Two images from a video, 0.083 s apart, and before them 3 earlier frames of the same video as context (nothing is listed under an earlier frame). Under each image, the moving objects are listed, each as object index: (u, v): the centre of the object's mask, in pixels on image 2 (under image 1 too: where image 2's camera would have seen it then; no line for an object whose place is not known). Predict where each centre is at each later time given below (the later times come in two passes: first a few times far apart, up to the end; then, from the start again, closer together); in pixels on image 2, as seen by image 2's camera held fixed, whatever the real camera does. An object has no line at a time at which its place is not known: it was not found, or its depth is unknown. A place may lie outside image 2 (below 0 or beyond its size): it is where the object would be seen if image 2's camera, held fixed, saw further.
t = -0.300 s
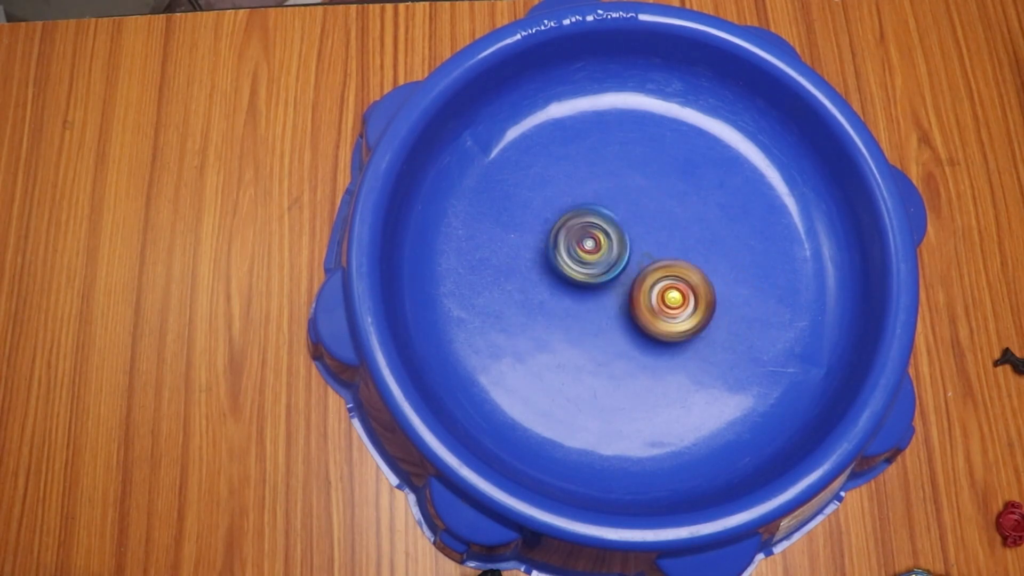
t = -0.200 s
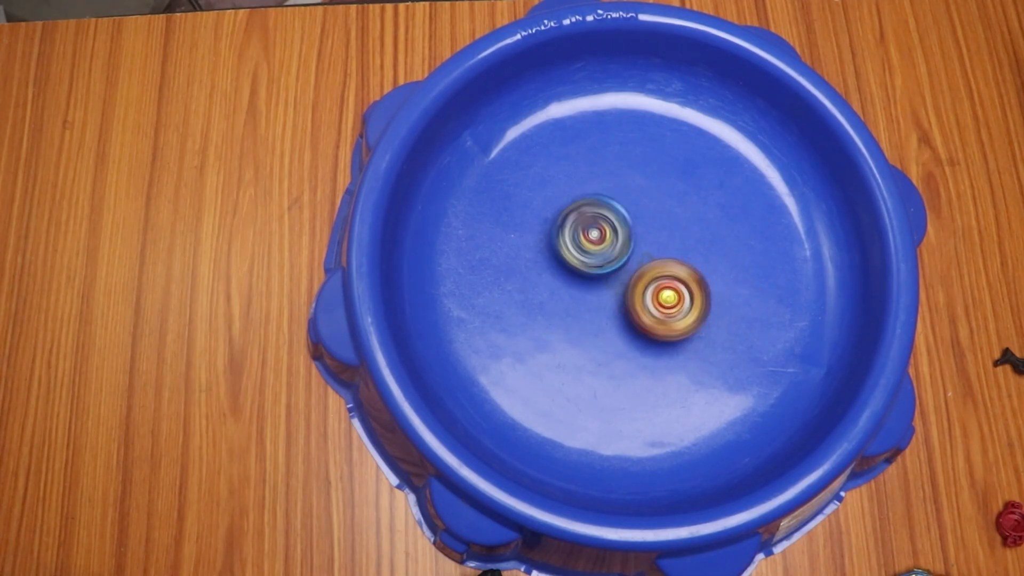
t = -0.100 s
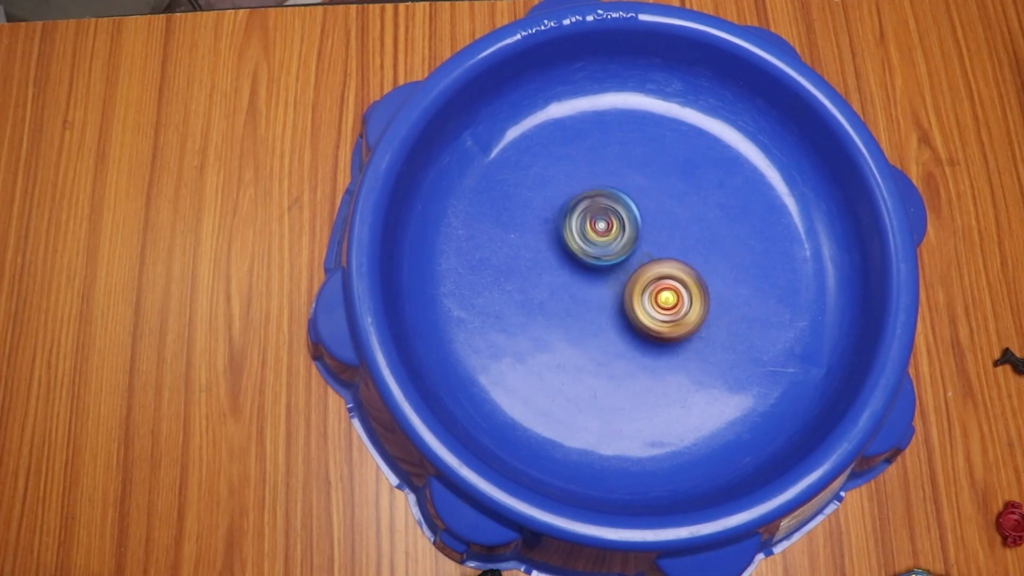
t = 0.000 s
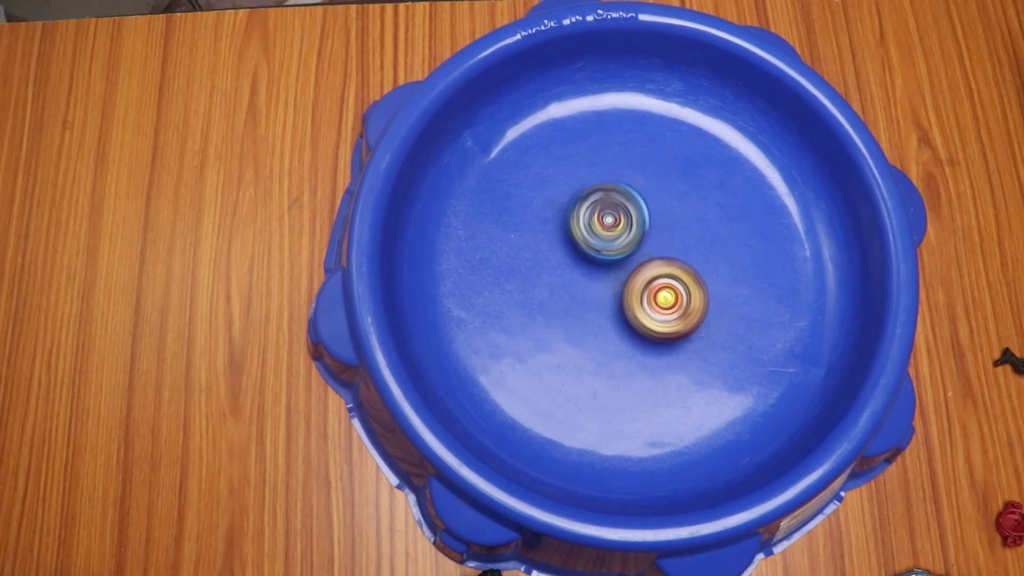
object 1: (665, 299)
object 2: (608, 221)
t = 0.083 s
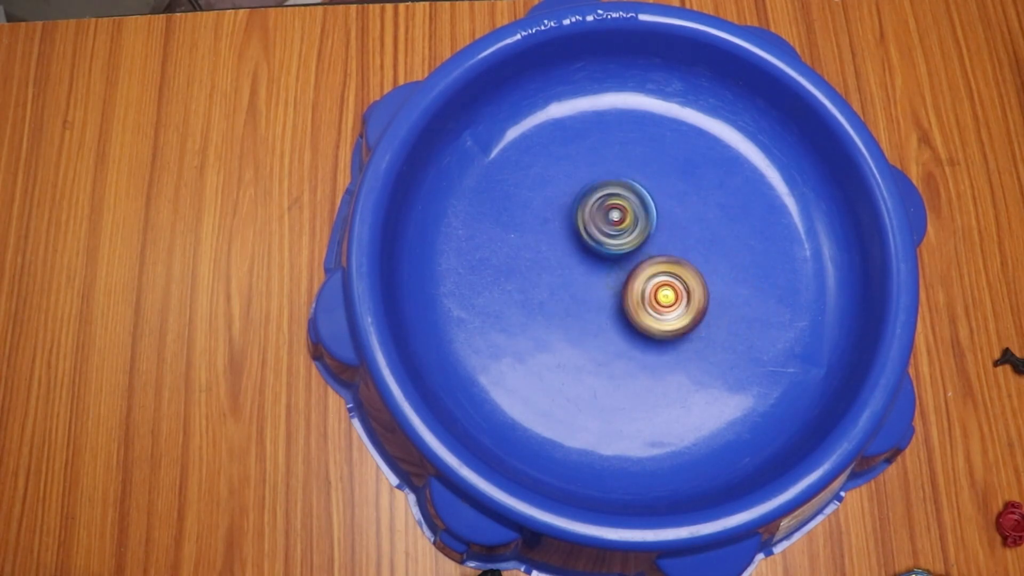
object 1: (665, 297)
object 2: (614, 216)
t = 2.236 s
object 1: (657, 298)
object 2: (600, 225)
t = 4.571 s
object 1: (667, 299)
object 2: (617, 222)
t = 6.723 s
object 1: (697, 268)
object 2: (527, 253)
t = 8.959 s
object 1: (697, 305)
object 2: (619, 256)
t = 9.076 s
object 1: (708, 303)
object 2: (635, 248)
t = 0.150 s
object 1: (665, 294)
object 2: (621, 215)
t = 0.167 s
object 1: (666, 294)
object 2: (621, 215)
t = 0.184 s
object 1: (665, 293)
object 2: (624, 214)
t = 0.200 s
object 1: (665, 293)
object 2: (626, 214)
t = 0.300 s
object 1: (670, 294)
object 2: (633, 205)
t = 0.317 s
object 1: (670, 294)
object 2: (634, 204)
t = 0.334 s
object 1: (671, 292)
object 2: (636, 203)
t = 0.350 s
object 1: (671, 291)
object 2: (636, 203)
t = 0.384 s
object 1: (670, 290)
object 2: (639, 201)
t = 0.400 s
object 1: (670, 290)
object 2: (640, 201)
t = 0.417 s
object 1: (669, 287)
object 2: (640, 200)
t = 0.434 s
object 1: (669, 287)
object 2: (642, 200)
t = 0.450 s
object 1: (668, 286)
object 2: (643, 200)
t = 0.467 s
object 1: (667, 285)
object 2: (643, 199)
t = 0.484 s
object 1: (667, 285)
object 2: (645, 199)
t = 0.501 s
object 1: (667, 286)
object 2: (646, 198)
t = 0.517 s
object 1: (666, 288)
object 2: (647, 195)
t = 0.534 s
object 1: (667, 289)
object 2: (647, 193)
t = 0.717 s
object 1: (666, 296)
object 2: (649, 178)
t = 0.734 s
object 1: (667, 298)
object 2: (648, 175)
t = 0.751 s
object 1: (667, 297)
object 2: (650, 176)
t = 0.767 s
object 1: (665, 297)
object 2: (648, 175)
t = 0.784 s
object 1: (665, 297)
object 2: (648, 173)
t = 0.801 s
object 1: (664, 297)
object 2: (649, 175)
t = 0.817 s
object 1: (664, 298)
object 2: (647, 174)
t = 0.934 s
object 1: (660, 298)
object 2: (648, 175)
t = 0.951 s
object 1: (660, 298)
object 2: (649, 177)
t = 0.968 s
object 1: (659, 298)
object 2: (648, 178)
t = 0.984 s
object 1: (660, 299)
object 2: (648, 178)
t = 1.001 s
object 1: (660, 299)
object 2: (649, 179)
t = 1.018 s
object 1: (658, 299)
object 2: (648, 181)
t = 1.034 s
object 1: (659, 299)
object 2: (647, 181)
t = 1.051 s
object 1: (658, 298)
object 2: (649, 183)
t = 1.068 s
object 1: (659, 299)
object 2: (649, 186)
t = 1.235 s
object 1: (660, 297)
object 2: (647, 206)
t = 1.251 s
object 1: (660, 296)
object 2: (647, 207)
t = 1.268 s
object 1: (659, 296)
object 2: (648, 211)
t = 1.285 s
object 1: (662, 298)
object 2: (647, 211)
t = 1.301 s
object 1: (663, 301)
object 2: (647, 209)
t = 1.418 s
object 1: (667, 311)
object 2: (637, 206)
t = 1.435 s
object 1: (667, 311)
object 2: (635, 205)
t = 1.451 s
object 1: (667, 312)
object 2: (636, 204)
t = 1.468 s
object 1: (667, 310)
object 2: (635, 205)
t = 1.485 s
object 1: (666, 310)
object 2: (633, 205)
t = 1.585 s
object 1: (662, 308)
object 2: (628, 206)
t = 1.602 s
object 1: (660, 306)
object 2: (628, 205)
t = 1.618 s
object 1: (659, 306)
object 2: (628, 207)
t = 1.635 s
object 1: (659, 305)
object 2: (626, 207)
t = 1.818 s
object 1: (649, 303)
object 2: (621, 213)
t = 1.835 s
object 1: (648, 303)
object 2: (619, 215)
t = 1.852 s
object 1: (649, 303)
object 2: (618, 215)
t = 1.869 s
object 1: (648, 303)
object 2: (618, 215)
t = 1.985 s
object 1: (649, 303)
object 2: (615, 223)
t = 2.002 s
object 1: (650, 304)
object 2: (614, 225)
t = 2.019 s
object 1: (651, 305)
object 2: (612, 223)
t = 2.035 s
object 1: (653, 305)
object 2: (612, 223)
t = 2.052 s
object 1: (654, 305)
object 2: (610, 223)
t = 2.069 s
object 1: (654, 306)
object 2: (608, 222)
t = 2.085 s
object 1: (656, 305)
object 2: (608, 223)
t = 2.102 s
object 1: (657, 305)
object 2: (606, 224)
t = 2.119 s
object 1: (657, 305)
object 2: (605, 223)
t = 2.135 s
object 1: (658, 304)
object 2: (605, 224)
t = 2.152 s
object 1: (658, 302)
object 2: (603, 224)
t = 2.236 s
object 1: (657, 298)
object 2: (600, 225)
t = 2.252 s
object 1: (656, 298)
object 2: (600, 226)
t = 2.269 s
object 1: (656, 297)
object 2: (598, 227)
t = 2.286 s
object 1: (655, 296)
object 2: (598, 226)
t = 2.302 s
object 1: (656, 298)
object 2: (598, 227)
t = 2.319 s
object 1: (657, 299)
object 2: (596, 225)
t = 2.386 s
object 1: (662, 303)
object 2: (590, 222)
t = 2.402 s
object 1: (664, 304)
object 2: (591, 221)
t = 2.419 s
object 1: (664, 303)
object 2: (590, 222)
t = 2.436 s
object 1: (664, 303)
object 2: (588, 221)
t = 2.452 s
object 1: (665, 303)
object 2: (588, 219)
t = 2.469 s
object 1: (665, 302)
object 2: (588, 220)
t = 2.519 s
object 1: (664, 300)
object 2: (586, 218)
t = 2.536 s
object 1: (664, 300)
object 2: (584, 218)
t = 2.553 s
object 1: (663, 300)
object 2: (584, 216)
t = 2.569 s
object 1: (663, 299)
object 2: (585, 216)
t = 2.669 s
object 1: (660, 298)
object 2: (585, 216)
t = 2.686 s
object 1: (660, 299)
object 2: (586, 217)
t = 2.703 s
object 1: (659, 298)
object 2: (585, 216)
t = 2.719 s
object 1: (659, 298)
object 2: (585, 216)
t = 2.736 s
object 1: (661, 298)
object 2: (587, 217)
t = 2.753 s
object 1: (660, 298)
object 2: (587, 217)
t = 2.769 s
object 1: (659, 298)
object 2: (587, 216)
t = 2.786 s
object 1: (661, 297)
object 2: (590, 217)
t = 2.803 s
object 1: (660, 297)
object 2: (590, 219)
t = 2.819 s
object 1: (659, 297)
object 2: (589, 218)
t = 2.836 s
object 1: (661, 296)
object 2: (592, 219)
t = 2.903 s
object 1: (660, 294)
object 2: (597, 223)
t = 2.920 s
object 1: (660, 294)
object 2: (598, 224)
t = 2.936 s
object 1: (661, 292)
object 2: (598, 223)
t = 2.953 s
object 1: (660, 293)
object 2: (601, 225)
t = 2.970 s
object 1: (662, 294)
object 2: (602, 226)
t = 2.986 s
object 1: (665, 297)
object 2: (601, 223)
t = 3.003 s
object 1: (668, 301)
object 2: (602, 221)
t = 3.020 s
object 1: (671, 304)
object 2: (601, 221)
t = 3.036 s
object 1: (674, 305)
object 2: (600, 219)
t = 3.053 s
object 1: (674, 307)
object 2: (601, 219)
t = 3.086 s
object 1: (677, 309)
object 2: (601, 219)
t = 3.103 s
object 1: (677, 311)
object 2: (601, 217)
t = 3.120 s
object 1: (678, 312)
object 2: (603, 217)
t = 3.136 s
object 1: (679, 313)
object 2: (603, 217)
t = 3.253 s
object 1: (684, 317)
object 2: (607, 215)
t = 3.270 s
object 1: (685, 318)
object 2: (608, 214)
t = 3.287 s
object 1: (686, 318)
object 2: (610, 215)
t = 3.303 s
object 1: (686, 317)
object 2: (611, 216)
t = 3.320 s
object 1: (686, 318)
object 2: (611, 215)
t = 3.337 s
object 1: (687, 318)
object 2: (612, 215)
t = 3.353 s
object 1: (687, 317)
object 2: (614, 217)
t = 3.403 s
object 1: (687, 316)
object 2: (618, 218)
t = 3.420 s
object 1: (687, 316)
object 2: (618, 219)
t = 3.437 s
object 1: (687, 316)
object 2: (618, 219)
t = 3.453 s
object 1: (687, 315)
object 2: (621, 219)
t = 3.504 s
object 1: (686, 313)
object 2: (624, 222)
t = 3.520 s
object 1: (686, 313)
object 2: (627, 223)
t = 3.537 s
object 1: (687, 312)
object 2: (629, 225)
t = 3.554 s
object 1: (686, 311)
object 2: (629, 226)
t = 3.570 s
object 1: (685, 310)
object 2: (631, 226)
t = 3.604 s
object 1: (685, 308)
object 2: (634, 230)
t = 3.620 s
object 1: (683, 307)
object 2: (635, 230)
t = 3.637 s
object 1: (684, 307)
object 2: (637, 231)
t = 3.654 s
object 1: (685, 306)
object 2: (638, 232)
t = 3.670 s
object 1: (685, 306)
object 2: (639, 232)
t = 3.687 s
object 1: (689, 309)
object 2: (638, 230)
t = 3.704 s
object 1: (692, 309)
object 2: (636, 229)
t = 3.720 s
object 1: (693, 311)
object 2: (633, 228)
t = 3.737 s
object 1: (694, 312)
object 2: (631, 224)
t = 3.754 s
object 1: (697, 311)
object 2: (631, 223)
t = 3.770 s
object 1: (696, 311)
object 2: (630, 223)
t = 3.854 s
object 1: (695, 308)
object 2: (623, 214)
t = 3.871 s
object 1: (695, 307)
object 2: (623, 214)
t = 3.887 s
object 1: (695, 306)
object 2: (622, 214)
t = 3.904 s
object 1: (693, 306)
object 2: (619, 211)
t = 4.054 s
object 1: (687, 305)
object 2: (612, 204)
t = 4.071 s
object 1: (686, 305)
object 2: (610, 202)
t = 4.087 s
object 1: (687, 305)
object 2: (611, 201)
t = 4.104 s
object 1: (686, 305)
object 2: (610, 202)
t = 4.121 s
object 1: (685, 304)
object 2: (609, 202)
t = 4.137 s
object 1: (684, 305)
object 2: (609, 200)
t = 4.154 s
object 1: (684, 304)
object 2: (609, 201)
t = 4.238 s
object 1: (679, 302)
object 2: (607, 202)
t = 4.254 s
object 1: (679, 303)
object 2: (608, 201)
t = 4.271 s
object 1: (678, 302)
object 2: (609, 203)
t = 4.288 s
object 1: (677, 302)
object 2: (608, 204)
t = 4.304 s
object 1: (675, 303)
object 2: (607, 203)
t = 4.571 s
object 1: (667, 299)
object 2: (617, 222)
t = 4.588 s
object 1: (665, 298)
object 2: (616, 224)
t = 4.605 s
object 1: (665, 299)
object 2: (617, 224)
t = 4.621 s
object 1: (665, 298)
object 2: (619, 226)
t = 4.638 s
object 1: (669, 302)
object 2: (616, 223)
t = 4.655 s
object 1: (674, 307)
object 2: (613, 219)
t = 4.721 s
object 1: (689, 320)
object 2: (601, 206)
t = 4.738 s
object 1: (693, 322)
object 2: (601, 204)
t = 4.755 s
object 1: (695, 322)
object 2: (600, 203)
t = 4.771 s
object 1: (697, 323)
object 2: (598, 201)
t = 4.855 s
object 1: (708, 325)
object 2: (592, 186)
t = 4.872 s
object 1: (711, 325)
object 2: (591, 183)
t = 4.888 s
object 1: (713, 324)
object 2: (591, 181)
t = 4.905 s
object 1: (715, 323)
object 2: (590, 178)
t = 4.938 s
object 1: (720, 321)
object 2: (589, 172)
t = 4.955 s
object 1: (722, 320)
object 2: (589, 169)
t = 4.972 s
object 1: (723, 318)
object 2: (590, 166)
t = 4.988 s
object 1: (725, 317)
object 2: (590, 163)
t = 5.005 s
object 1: (726, 315)
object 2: (590, 161)
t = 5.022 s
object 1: (728, 313)
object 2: (589, 158)
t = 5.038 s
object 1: (728, 311)
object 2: (590, 156)
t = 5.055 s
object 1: (730, 309)
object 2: (591, 153)
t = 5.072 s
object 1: (731, 306)
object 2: (592, 151)
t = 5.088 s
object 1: (731, 303)
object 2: (592, 148)
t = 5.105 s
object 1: (731, 301)
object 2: (593, 146)
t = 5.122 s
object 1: (732, 298)
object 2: (593, 144)
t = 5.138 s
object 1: (732, 295)
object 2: (595, 142)
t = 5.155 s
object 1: (731, 292)
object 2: (596, 141)
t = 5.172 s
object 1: (730, 291)
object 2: (597, 140)
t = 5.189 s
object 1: (730, 288)
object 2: (597, 137)
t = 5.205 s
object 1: (729, 286)
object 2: (599, 137)
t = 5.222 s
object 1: (728, 282)
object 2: (600, 137)
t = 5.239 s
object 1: (726, 281)
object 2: (601, 136)
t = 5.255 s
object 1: (725, 278)
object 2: (603, 135)
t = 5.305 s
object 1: (718, 273)
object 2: (607, 134)
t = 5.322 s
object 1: (717, 271)
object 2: (609, 134)
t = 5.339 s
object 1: (714, 271)
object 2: (611, 135)
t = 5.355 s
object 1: (712, 268)
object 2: (612, 136)
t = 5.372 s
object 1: (709, 269)
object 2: (613, 134)
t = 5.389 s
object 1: (707, 267)
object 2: (616, 136)
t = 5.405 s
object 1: (704, 267)
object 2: (617, 138)
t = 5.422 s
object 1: (702, 265)
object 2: (617, 138)
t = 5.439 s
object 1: (698, 266)
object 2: (620, 139)
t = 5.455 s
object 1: (696, 265)
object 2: (622, 141)
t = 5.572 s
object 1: (678, 271)
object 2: (634, 155)
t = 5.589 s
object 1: (677, 271)
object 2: (636, 157)
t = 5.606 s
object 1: (674, 273)
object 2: (637, 160)
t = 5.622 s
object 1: (673, 273)
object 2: (639, 163)
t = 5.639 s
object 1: (670, 276)
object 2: (640, 166)
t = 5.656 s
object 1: (669, 277)
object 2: (641, 168)
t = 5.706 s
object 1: (664, 284)
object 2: (644, 177)
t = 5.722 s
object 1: (663, 285)
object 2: (645, 181)
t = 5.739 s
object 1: (663, 288)
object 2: (646, 183)
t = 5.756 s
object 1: (662, 289)
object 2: (647, 186)
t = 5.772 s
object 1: (661, 293)
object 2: (646, 189)
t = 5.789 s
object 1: (661, 295)
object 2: (646, 192)
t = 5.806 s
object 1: (661, 297)
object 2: (646, 195)
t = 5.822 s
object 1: (661, 299)
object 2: (647, 199)
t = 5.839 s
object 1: (661, 302)
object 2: (647, 202)
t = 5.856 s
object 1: (661, 304)
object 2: (646, 205)
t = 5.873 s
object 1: (662, 306)
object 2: (646, 207)
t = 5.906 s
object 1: (664, 311)
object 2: (645, 215)
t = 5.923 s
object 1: (665, 313)
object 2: (644, 217)
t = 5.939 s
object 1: (667, 315)
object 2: (645, 221)
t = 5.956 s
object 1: (669, 317)
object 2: (642, 223)
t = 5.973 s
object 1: (670, 319)
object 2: (640, 226)
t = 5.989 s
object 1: (673, 321)
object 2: (639, 229)
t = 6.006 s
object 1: (675, 322)
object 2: (639, 232)
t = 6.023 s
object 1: (677, 323)
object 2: (637, 236)
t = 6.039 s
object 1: (679, 325)
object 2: (637, 238)
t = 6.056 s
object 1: (682, 326)
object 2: (635, 240)
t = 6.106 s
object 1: (688, 327)
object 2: (627, 248)
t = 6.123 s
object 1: (692, 328)
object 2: (626, 251)
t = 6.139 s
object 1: (694, 328)
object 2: (624, 252)
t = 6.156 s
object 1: (697, 327)
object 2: (622, 254)
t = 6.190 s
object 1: (702, 326)
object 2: (616, 258)
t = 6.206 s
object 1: (704, 325)
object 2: (613, 261)
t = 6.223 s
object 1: (707, 324)
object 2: (609, 261)
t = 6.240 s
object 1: (708, 323)
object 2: (607, 263)
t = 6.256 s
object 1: (711, 322)
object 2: (605, 264)
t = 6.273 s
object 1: (713, 320)
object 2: (601, 266)
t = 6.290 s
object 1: (714, 318)
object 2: (598, 266)
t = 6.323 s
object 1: (718, 315)
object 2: (592, 268)
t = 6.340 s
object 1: (719, 313)
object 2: (588, 269)
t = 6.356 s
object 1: (720, 310)
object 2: (586, 269)
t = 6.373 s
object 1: (720, 308)
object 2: (583, 270)
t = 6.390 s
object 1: (721, 306)
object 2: (579, 269)
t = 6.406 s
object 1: (722, 304)
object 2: (576, 270)
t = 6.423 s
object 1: (722, 301)
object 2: (573, 270)
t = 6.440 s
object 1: (721, 299)
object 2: (571, 270)
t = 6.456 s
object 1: (722, 297)
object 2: (568, 270)
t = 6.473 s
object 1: (721, 294)
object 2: (564, 269)
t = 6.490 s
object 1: (722, 291)
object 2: (560, 268)
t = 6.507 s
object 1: (720, 288)
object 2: (558, 268)
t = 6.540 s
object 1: (718, 284)
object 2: (553, 266)
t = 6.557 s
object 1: (718, 282)
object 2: (550, 265)
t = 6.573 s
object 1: (715, 279)
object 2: (547, 265)
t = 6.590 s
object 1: (714, 278)
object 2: (544, 263)
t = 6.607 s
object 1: (712, 276)
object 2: (542, 262)
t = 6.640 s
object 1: (709, 273)
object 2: (537, 260)
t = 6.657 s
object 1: (707, 273)
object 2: (534, 259)
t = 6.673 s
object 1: (705, 270)
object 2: (533, 257)
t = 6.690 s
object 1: (703, 270)
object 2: (531, 256)
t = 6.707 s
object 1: (700, 267)
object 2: (529, 255)
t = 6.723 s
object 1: (697, 268)
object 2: (527, 253)
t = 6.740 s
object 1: (695, 267)
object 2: (526, 252)
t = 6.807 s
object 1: (686, 267)
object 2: (523, 247)
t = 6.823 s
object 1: (682, 267)
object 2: (522, 248)
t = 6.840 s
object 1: (682, 267)
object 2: (522, 245)
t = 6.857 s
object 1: (677, 267)
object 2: (522, 244)
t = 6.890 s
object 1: (673, 269)
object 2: (522, 243)
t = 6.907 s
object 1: (672, 270)
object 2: (521, 242)
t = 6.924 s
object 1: (668, 271)
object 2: (523, 240)
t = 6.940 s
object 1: (667, 273)
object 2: (523, 240)
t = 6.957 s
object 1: (665, 274)
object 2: (523, 240)
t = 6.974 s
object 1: (664, 276)
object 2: (524, 238)
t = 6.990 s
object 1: (661, 277)
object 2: (526, 238)
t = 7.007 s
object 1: (659, 280)
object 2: (526, 238)
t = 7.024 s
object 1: (658, 281)
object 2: (526, 237)
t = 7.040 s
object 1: (657, 283)
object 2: (527, 235)
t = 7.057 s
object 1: (656, 284)
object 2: (530, 235)
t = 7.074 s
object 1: (654, 288)
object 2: (532, 236)
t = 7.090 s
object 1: (654, 289)
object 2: (533, 236)
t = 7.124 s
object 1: (653, 293)
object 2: (537, 234)
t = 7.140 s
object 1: (652, 296)
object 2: (539, 235)
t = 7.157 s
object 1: (653, 299)
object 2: (542, 236)
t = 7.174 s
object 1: (653, 301)
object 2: (543, 235)
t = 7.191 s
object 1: (653, 304)
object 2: (546, 235)
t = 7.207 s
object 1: (653, 306)
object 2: (549, 236)
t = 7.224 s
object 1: (654, 309)
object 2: (552, 236)
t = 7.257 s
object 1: (656, 313)
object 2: (558, 237)
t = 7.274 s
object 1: (656, 315)
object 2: (561, 238)
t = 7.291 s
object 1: (659, 318)
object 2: (564, 239)
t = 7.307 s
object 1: (660, 319)
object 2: (567, 239)
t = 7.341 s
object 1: (663, 323)
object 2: (573, 241)
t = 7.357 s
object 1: (665, 325)
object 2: (575, 242)
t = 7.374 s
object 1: (667, 327)
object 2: (578, 243)
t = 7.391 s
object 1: (669, 328)
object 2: (581, 244)
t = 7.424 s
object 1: (673, 330)
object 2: (587, 248)
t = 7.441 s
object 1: (676, 331)
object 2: (590, 249)
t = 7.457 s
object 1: (678, 331)
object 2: (593, 250)
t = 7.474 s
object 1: (680, 332)
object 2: (596, 253)
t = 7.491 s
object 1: (682, 332)
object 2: (598, 255)
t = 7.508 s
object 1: (684, 332)
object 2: (600, 256)
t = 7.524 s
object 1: (687, 332)
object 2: (603, 257)
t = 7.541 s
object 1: (689, 331)
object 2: (606, 259)
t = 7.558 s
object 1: (690, 331)
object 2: (607, 263)
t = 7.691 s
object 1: (703, 322)
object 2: (622, 282)
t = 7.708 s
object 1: (704, 320)
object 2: (623, 285)
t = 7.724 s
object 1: (705, 318)
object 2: (624, 287)
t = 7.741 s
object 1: (710, 319)
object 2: (621, 286)
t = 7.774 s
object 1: (717, 318)
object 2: (619, 287)
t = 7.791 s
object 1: (719, 317)
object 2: (618, 288)
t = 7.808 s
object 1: (719, 315)
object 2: (616, 290)
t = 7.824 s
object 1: (719, 313)
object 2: (613, 292)
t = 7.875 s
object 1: (720, 308)
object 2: (607, 294)
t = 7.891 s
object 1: (721, 306)
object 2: (604, 295)
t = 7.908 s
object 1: (720, 303)
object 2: (601, 295)
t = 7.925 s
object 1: (720, 301)
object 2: (599, 296)
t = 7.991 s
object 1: (716, 295)
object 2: (590, 297)
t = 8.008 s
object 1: (717, 293)
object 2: (588, 297)
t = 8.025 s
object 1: (715, 291)
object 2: (586, 298)
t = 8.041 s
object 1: (714, 288)
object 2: (584, 298)
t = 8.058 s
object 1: (711, 286)
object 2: (582, 297)
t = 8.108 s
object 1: (704, 282)
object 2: (578, 297)
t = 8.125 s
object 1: (701, 282)
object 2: (576, 296)
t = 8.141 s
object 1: (700, 282)
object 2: (577, 296)
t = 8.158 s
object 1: (700, 281)
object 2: (576, 296)
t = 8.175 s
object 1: (697, 281)
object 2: (574, 296)
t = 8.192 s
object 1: (696, 278)
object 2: (573, 294)
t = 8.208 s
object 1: (692, 278)
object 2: (573, 294)
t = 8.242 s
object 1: (686, 278)
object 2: (572, 293)
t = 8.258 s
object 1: (685, 278)
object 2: (571, 292)
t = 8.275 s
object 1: (680, 279)
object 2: (571, 290)
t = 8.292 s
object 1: (679, 280)
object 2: (572, 290)
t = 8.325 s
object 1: (675, 282)
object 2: (571, 289)
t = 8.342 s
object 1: (673, 280)
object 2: (571, 287)
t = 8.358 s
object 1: (670, 283)
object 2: (573, 287)
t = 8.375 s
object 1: (669, 283)
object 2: (573, 287)
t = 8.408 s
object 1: (665, 286)
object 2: (573, 284)
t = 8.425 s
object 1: (662, 287)
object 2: (575, 283)
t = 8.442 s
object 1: (663, 290)
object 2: (574, 282)
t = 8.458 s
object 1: (664, 290)
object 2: (573, 281)
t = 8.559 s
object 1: (670, 299)
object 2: (573, 276)
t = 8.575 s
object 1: (670, 301)
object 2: (574, 273)
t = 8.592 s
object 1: (672, 303)
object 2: (576, 271)
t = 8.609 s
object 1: (673, 305)
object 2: (579, 273)
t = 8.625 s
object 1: (675, 307)
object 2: (579, 273)
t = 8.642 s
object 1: (676, 307)
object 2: (579, 272)
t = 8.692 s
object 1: (680, 309)
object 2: (584, 267)
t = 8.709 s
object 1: (681, 310)
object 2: (586, 267)
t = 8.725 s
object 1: (683, 312)
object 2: (588, 265)
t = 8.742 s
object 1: (684, 312)
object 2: (590, 264)
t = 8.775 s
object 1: (688, 312)
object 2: (594, 262)
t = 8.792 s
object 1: (689, 312)
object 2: (595, 262)
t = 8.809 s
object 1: (690, 312)
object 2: (597, 260)
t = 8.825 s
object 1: (691, 311)
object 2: (601, 259)
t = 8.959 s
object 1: (697, 305)
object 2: (619, 256)
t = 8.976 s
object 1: (697, 304)
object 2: (623, 256)
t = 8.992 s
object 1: (699, 305)
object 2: (625, 256)
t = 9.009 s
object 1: (702, 305)
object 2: (626, 253)
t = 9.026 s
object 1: (705, 306)
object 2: (627, 251)
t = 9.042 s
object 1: (707, 306)
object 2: (629, 248)
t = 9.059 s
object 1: (708, 304)
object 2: (632, 247)
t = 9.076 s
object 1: (708, 303)
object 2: (635, 248)
